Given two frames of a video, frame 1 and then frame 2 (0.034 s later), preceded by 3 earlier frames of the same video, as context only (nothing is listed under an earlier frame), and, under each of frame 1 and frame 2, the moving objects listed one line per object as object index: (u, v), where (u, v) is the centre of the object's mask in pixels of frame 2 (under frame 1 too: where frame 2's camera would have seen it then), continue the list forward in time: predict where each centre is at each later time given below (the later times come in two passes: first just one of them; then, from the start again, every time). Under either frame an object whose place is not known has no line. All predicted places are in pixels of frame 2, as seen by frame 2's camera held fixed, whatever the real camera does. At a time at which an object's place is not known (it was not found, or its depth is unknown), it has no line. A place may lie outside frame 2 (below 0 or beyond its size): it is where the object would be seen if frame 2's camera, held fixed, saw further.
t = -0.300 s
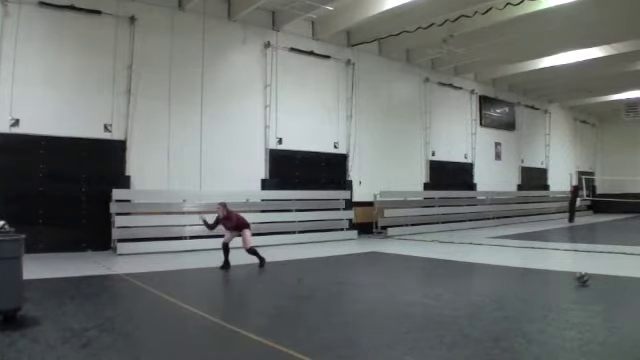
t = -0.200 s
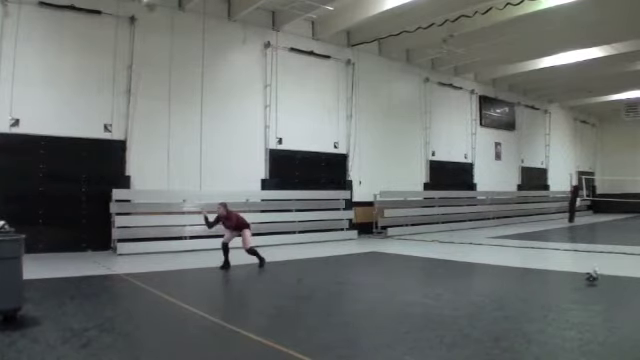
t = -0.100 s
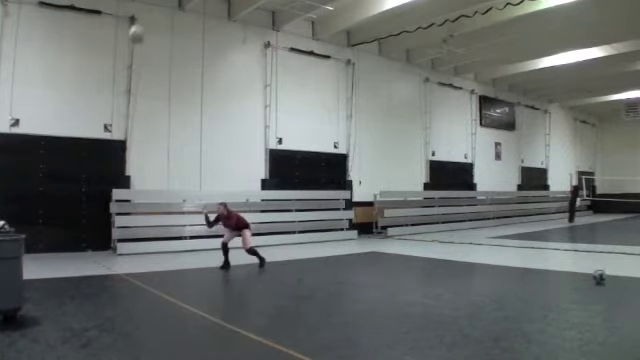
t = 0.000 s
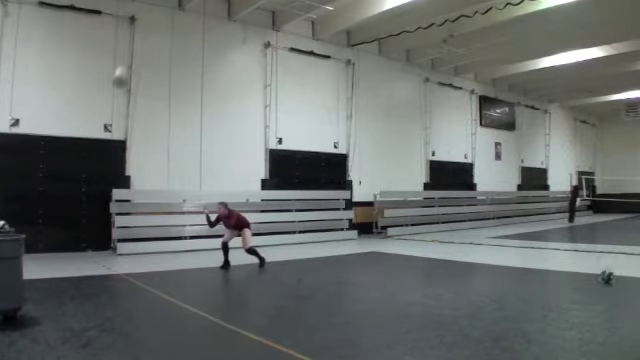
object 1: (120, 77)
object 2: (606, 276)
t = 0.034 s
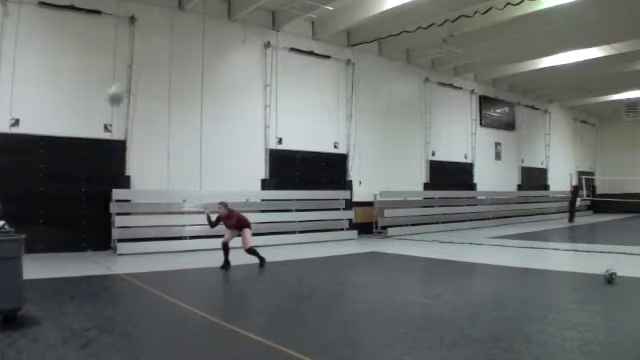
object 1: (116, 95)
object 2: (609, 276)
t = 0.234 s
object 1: (79, 231)
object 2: (624, 275)
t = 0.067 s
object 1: (109, 114)
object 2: (612, 276)
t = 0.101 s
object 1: (103, 134)
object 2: (615, 276)
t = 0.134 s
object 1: (98, 155)
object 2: (617, 275)
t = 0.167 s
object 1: (92, 179)
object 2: (619, 275)
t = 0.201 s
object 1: (85, 203)
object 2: (622, 275)
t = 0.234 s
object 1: (79, 231)
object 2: (624, 275)
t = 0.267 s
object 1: (73, 254)
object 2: (627, 274)
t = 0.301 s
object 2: (629, 274)
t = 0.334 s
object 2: (632, 274)
